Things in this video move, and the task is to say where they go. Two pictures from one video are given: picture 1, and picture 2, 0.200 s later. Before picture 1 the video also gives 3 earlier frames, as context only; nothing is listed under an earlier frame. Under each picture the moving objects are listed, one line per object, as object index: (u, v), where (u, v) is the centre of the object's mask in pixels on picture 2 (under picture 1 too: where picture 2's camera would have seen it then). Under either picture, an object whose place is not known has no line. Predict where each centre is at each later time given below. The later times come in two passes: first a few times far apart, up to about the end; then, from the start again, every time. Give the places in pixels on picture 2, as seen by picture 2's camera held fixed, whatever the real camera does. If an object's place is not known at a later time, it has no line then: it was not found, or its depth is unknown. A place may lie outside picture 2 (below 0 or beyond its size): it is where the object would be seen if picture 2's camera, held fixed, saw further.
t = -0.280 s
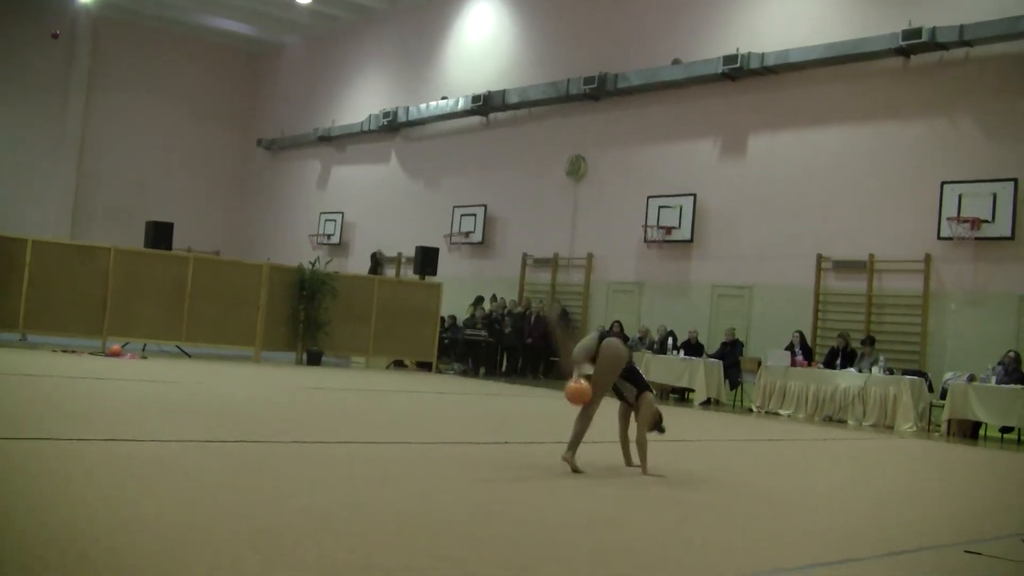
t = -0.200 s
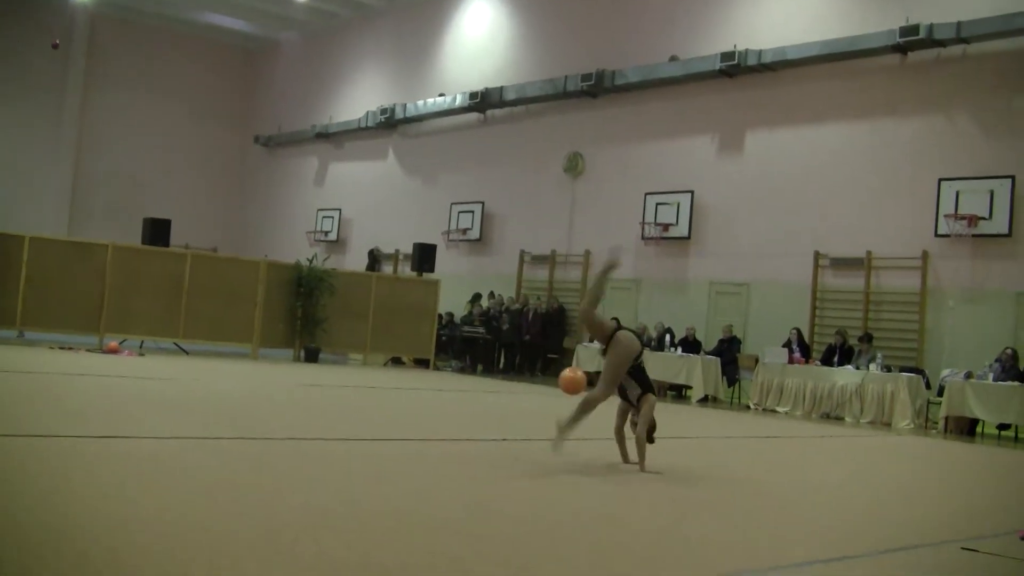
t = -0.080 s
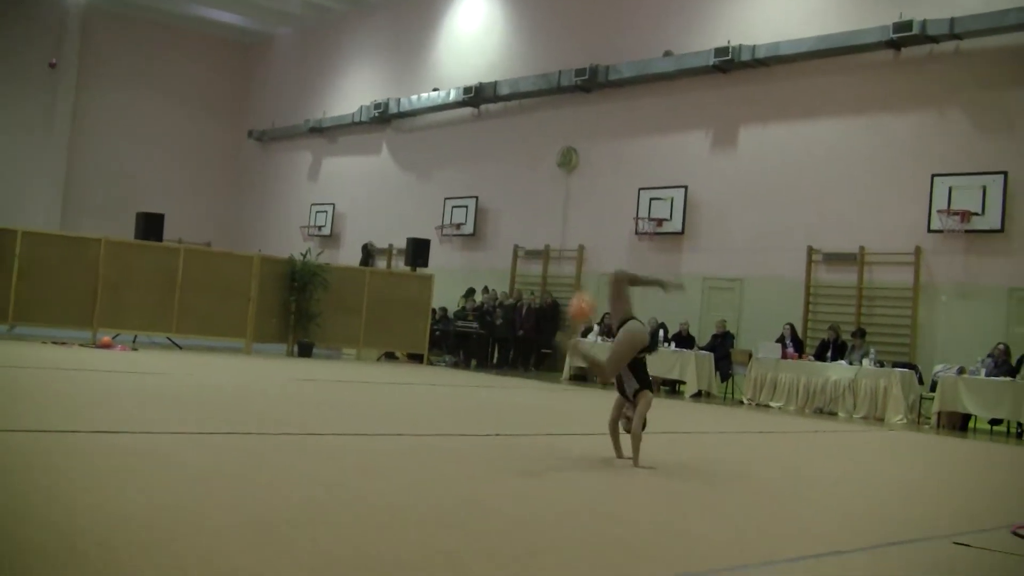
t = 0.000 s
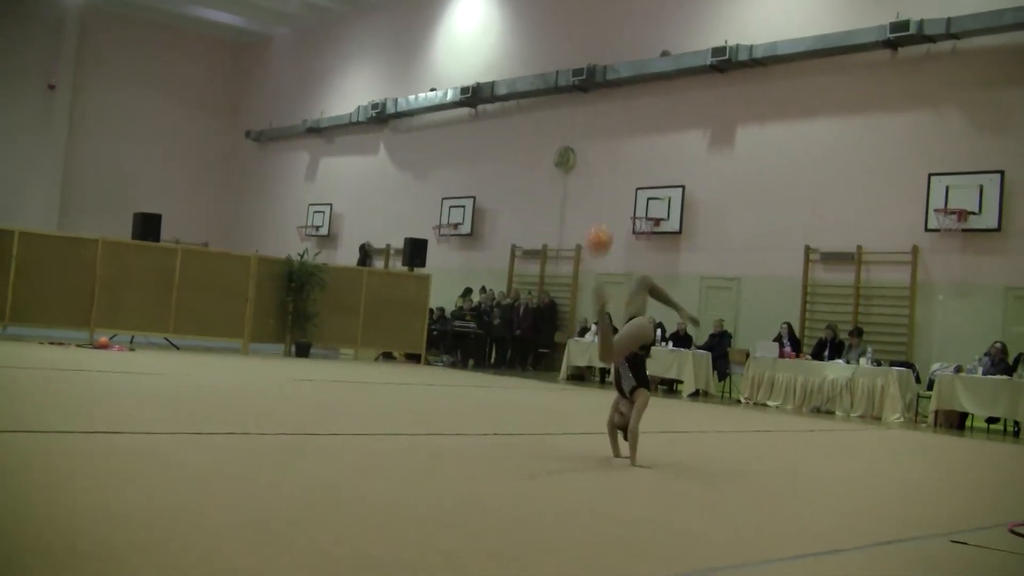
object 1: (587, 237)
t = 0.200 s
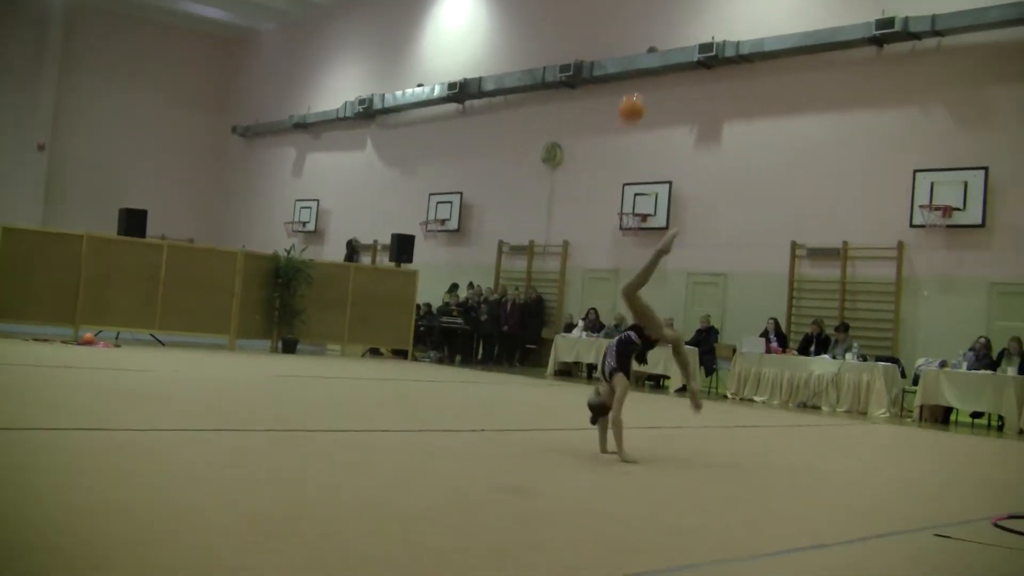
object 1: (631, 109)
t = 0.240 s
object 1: (639, 90)
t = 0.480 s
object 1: (685, 31)
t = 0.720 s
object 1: (724, 52)
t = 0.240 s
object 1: (639, 90)
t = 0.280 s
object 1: (648, 74)
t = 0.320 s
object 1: (655, 62)
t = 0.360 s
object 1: (663, 50)
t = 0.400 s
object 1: (670, 42)
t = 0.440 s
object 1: (678, 35)
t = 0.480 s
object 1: (685, 31)
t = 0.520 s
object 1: (691, 29)
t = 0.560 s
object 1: (698, 29)
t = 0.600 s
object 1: (705, 31)
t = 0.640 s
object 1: (711, 36)
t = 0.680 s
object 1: (718, 43)
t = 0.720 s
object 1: (724, 52)
